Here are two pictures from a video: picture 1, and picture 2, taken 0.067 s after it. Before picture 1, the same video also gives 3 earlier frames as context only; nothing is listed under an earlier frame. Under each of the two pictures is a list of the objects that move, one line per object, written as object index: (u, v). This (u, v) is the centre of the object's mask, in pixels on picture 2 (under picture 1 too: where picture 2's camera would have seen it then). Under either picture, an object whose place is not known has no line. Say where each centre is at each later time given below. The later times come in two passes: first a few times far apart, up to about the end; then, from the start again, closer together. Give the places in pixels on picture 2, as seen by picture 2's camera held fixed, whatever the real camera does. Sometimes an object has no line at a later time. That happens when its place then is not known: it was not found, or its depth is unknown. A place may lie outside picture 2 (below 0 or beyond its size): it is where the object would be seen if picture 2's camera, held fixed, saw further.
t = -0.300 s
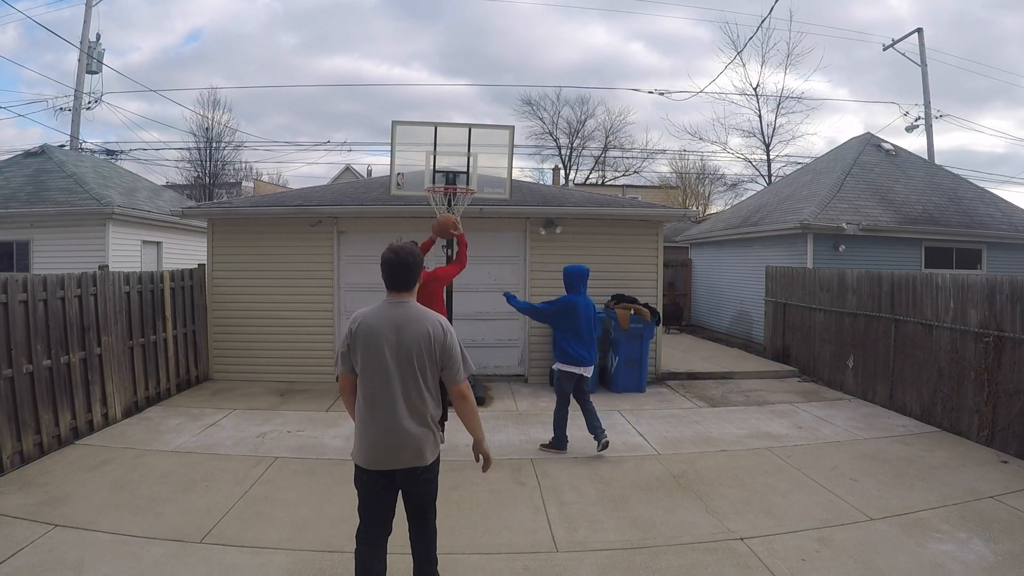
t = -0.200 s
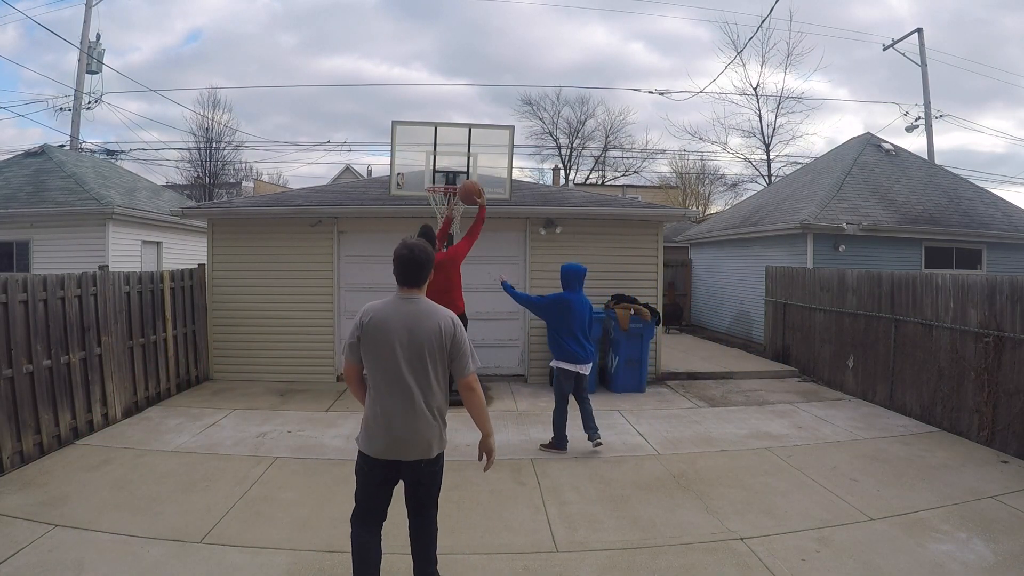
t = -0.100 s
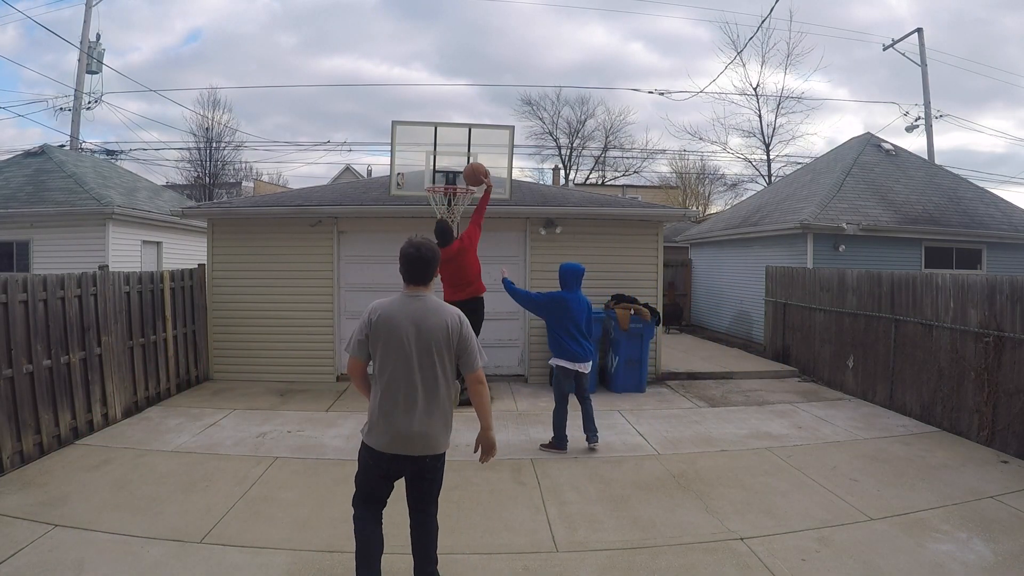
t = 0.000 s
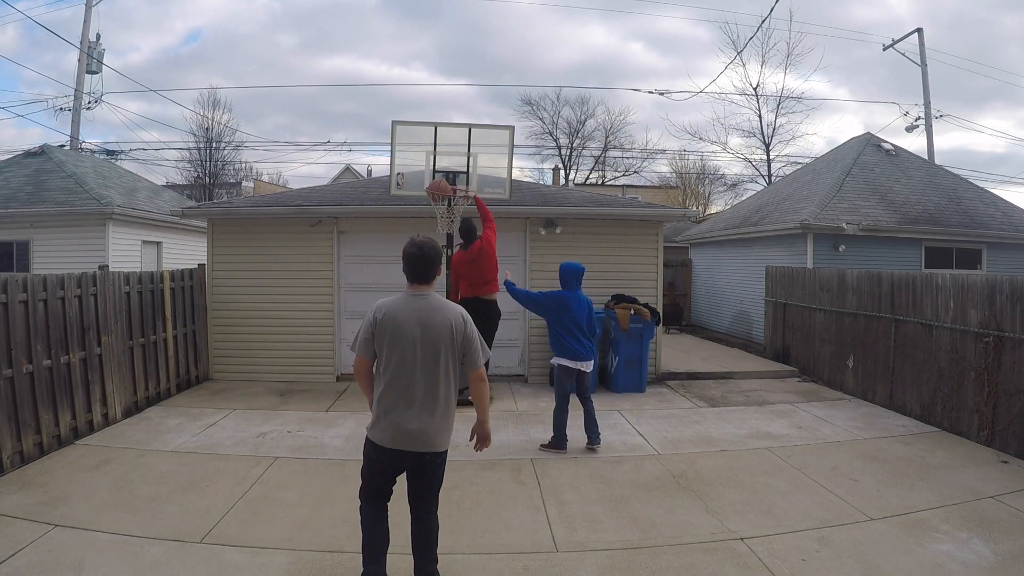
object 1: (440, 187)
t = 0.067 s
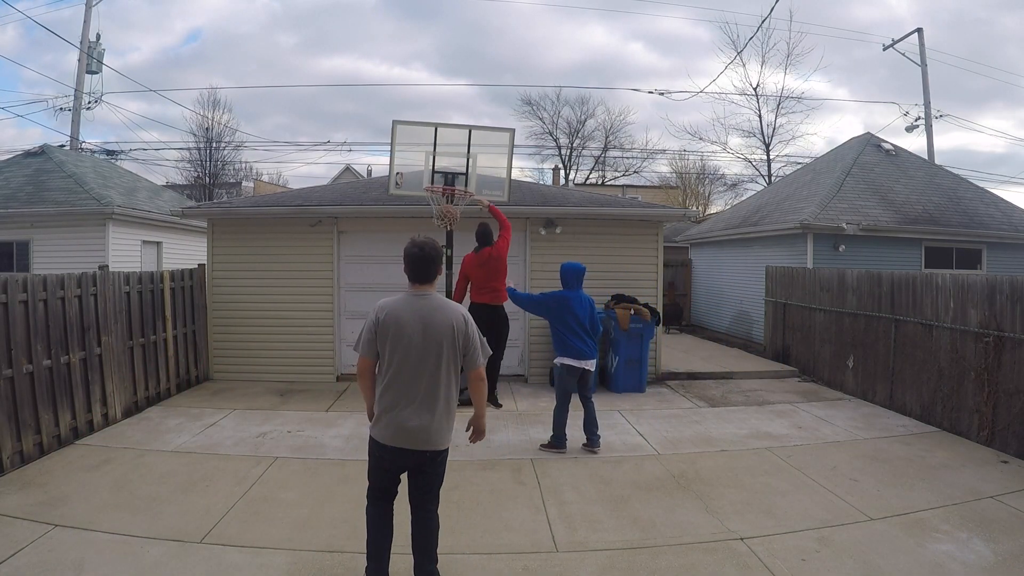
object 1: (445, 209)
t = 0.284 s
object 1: (473, 230)
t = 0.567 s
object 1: (503, 310)
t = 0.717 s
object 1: (521, 388)
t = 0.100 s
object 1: (450, 228)
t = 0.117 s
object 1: (452, 229)
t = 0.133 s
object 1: (454, 229)
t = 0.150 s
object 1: (456, 227)
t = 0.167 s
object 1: (459, 228)
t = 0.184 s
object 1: (462, 227)
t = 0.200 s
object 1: (464, 226)
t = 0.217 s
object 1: (465, 226)
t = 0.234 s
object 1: (468, 225)
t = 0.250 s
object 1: (469, 227)
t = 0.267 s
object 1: (471, 228)
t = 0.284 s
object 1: (473, 230)
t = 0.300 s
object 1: (474, 232)
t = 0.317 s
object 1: (476, 235)
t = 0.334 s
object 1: (478, 237)
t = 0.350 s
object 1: (479, 240)
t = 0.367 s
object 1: (480, 244)
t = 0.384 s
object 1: (483, 248)
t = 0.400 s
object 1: (484, 252)
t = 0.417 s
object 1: (487, 256)
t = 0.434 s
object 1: (489, 261)
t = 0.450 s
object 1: (491, 266)
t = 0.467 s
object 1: (493, 271)
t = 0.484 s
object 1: (495, 277)
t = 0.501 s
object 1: (496, 282)
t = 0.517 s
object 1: (498, 288)
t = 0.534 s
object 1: (500, 295)
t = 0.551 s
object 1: (502, 302)
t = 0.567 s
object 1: (503, 310)
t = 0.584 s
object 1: (505, 317)
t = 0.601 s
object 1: (507, 325)
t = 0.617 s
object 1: (510, 332)
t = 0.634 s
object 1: (511, 341)
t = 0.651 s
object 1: (513, 350)
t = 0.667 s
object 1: (515, 359)
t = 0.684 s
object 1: (517, 368)
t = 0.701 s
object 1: (519, 378)
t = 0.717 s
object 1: (521, 388)
